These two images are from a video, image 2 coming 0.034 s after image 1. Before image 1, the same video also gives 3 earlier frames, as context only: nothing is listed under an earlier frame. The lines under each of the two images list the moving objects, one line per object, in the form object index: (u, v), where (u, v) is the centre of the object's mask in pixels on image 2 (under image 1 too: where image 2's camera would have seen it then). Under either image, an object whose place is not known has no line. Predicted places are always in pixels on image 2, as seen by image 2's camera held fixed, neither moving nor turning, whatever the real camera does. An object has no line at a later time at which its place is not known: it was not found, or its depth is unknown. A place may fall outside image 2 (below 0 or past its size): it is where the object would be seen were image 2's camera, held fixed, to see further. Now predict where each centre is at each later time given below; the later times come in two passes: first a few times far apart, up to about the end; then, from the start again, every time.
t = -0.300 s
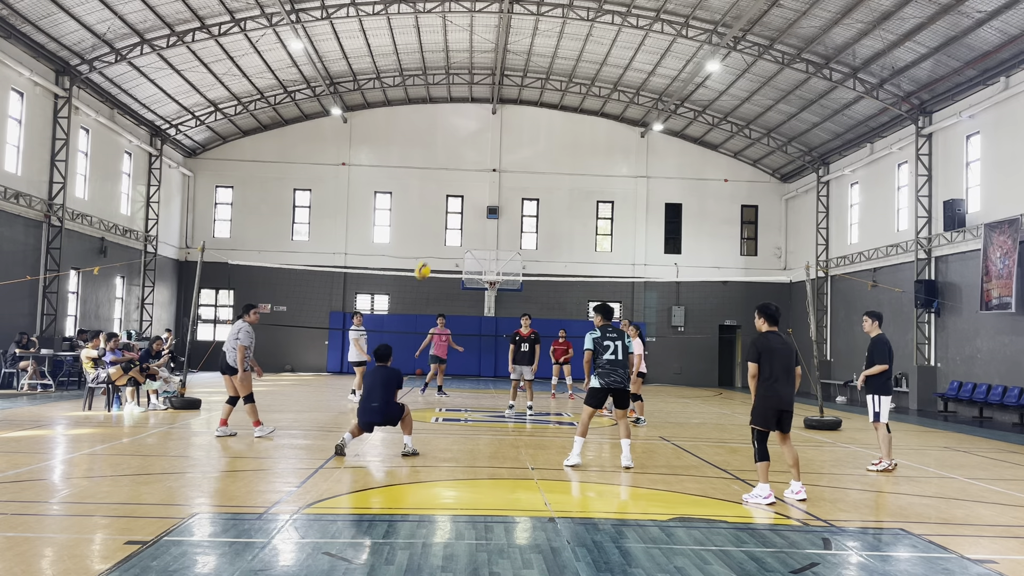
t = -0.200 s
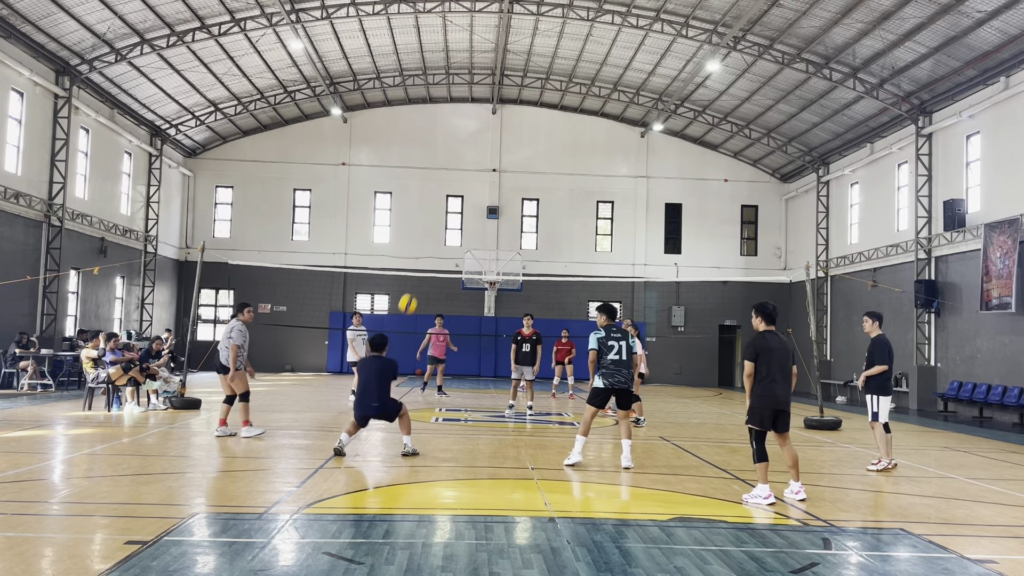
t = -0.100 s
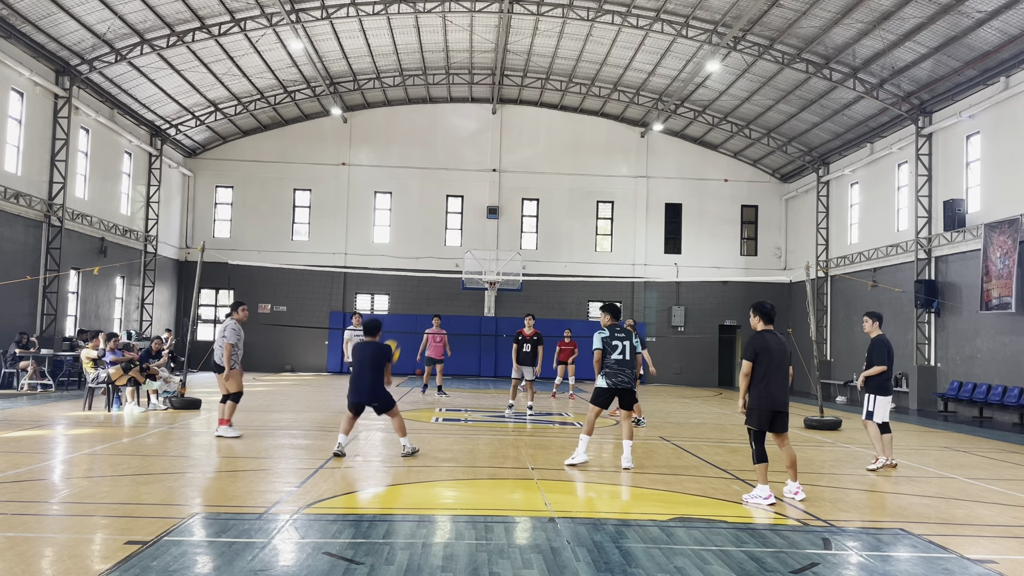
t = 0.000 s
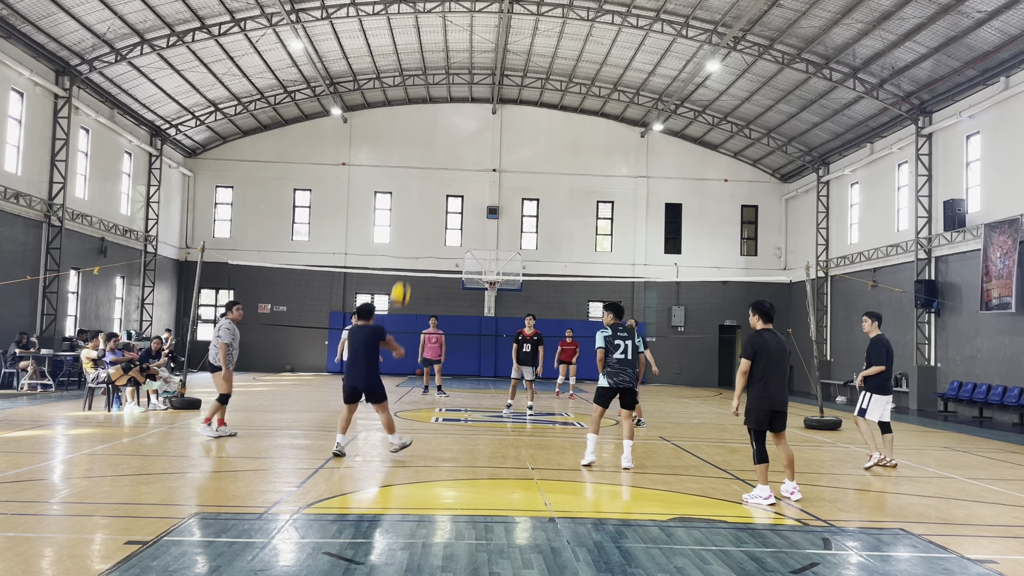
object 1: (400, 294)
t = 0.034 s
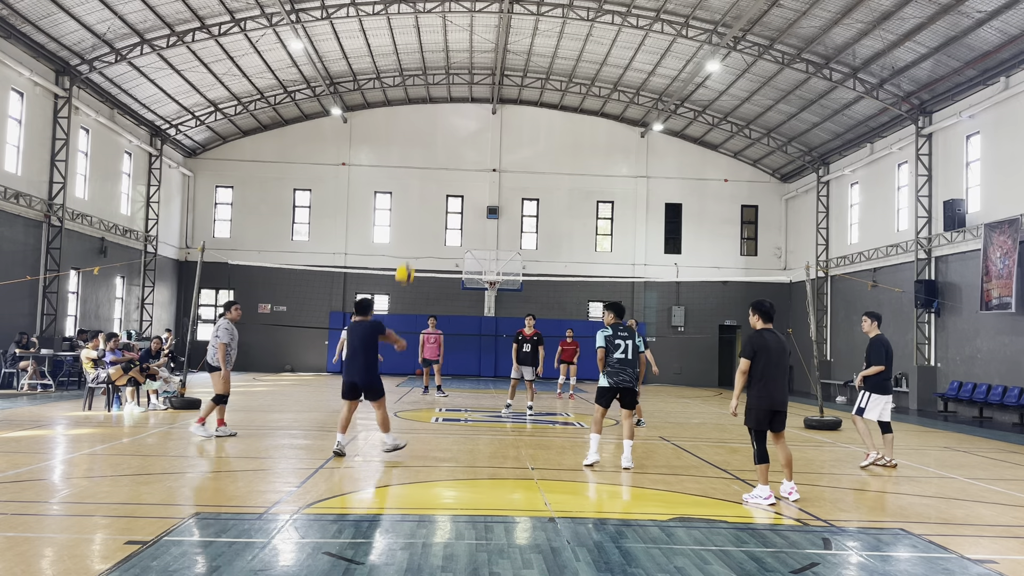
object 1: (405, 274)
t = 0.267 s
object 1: (433, 162)
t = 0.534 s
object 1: (457, 105)
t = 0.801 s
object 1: (476, 103)
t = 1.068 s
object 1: (491, 148)
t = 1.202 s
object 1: (497, 186)
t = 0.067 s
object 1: (410, 253)
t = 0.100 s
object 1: (414, 235)
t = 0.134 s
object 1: (418, 218)
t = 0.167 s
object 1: (422, 202)
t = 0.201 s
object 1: (425, 188)
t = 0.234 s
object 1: (429, 174)
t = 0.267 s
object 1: (433, 162)
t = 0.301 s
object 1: (436, 152)
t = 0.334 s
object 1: (439, 143)
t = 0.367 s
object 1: (442, 134)
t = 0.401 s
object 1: (446, 126)
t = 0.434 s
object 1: (449, 120)
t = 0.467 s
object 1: (452, 113)
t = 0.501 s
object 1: (455, 109)
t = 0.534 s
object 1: (457, 105)
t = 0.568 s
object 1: (460, 102)
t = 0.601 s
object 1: (463, 100)
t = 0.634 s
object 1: (465, 98)
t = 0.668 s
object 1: (468, 98)
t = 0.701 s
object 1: (470, 98)
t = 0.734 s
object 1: (472, 98)
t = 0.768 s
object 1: (474, 100)
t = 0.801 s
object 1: (476, 103)
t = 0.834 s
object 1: (478, 106)
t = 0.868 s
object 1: (480, 110)
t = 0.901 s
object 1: (482, 115)
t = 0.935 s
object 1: (484, 120)
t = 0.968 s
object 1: (486, 126)
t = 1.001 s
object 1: (488, 133)
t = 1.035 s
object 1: (489, 140)
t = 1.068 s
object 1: (491, 148)
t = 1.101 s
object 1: (493, 157)
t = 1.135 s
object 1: (494, 166)
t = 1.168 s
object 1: (495, 176)
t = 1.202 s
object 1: (497, 186)
